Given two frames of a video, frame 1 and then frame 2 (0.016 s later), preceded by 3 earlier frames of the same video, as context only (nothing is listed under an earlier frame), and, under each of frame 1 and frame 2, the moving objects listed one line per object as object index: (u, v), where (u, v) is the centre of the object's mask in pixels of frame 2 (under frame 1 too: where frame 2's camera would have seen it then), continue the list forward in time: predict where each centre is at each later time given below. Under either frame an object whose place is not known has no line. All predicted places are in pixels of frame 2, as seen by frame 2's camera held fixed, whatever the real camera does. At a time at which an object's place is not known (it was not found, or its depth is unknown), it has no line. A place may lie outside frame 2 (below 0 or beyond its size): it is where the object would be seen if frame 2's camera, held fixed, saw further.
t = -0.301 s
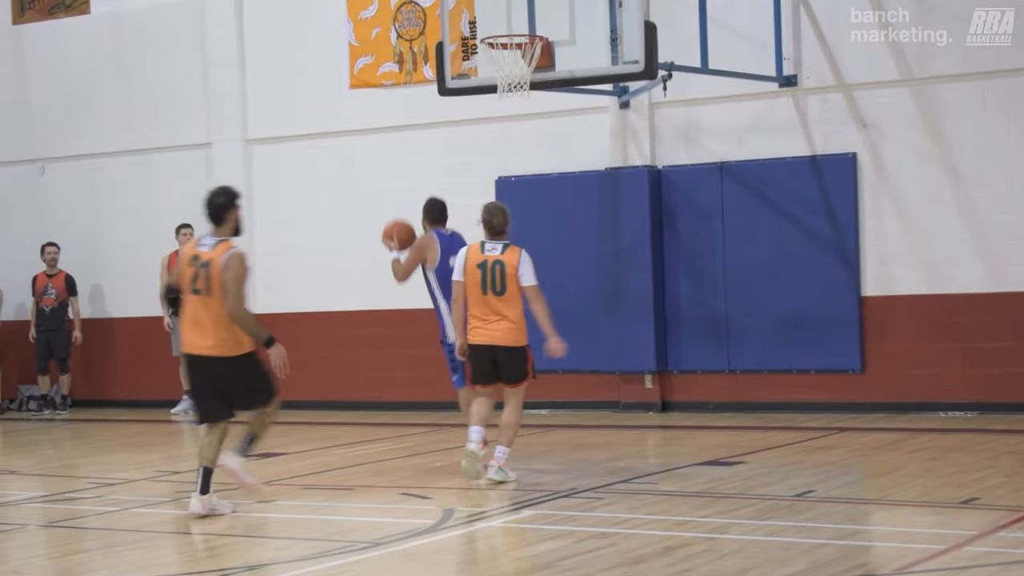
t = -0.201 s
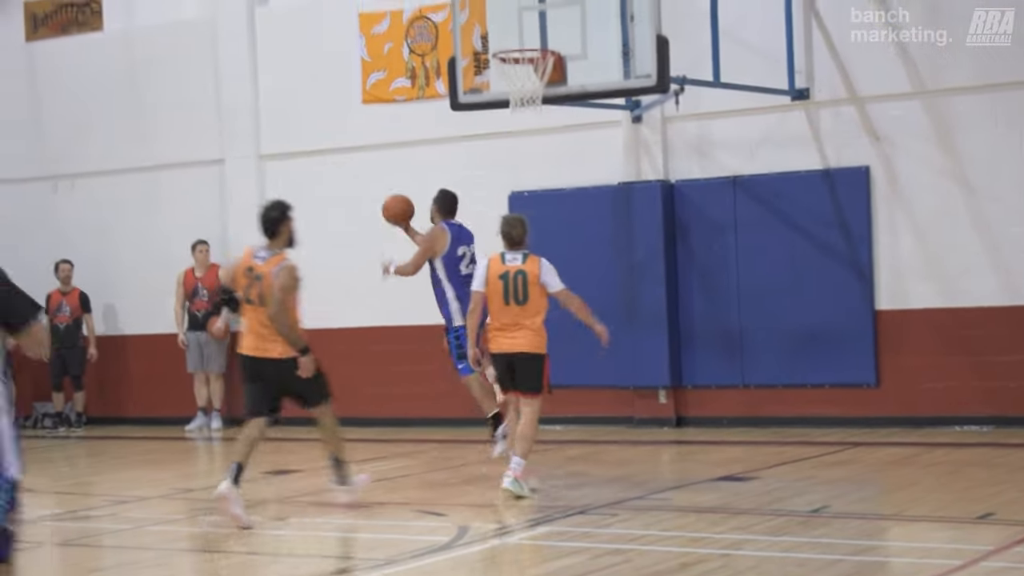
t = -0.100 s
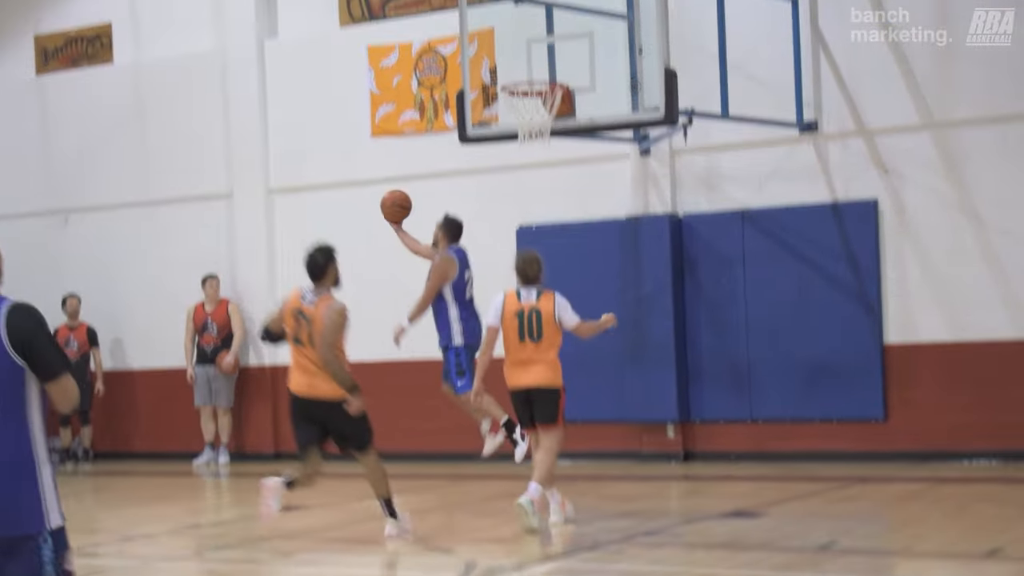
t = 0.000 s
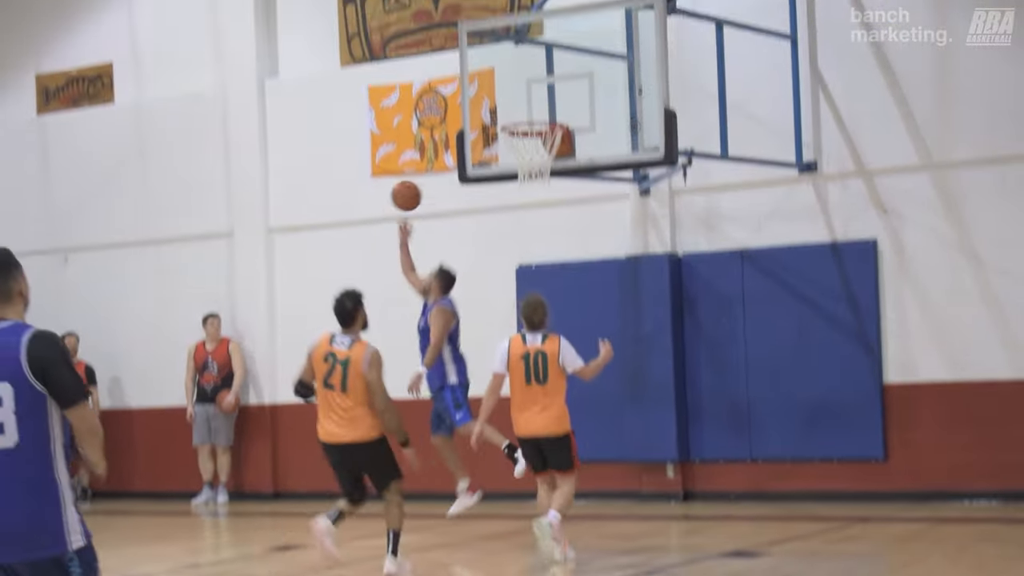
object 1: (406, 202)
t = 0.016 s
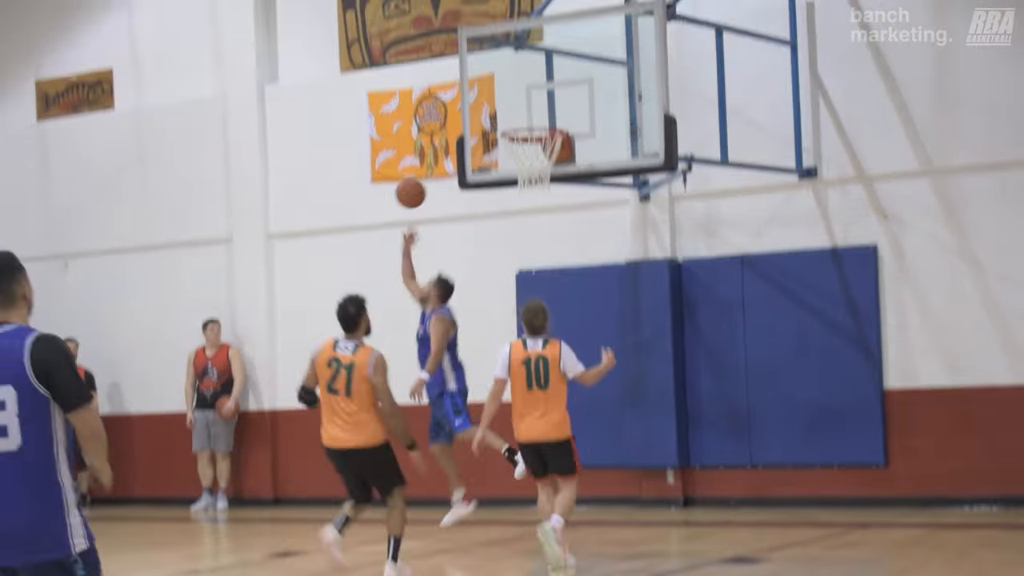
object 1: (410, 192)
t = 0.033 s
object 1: (415, 185)
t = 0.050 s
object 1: (420, 177)
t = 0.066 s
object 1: (424, 169)
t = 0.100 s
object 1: (433, 155)
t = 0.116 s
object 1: (436, 148)
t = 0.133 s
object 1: (441, 143)
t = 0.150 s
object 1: (446, 138)
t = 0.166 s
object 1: (450, 132)
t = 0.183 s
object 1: (455, 127)
